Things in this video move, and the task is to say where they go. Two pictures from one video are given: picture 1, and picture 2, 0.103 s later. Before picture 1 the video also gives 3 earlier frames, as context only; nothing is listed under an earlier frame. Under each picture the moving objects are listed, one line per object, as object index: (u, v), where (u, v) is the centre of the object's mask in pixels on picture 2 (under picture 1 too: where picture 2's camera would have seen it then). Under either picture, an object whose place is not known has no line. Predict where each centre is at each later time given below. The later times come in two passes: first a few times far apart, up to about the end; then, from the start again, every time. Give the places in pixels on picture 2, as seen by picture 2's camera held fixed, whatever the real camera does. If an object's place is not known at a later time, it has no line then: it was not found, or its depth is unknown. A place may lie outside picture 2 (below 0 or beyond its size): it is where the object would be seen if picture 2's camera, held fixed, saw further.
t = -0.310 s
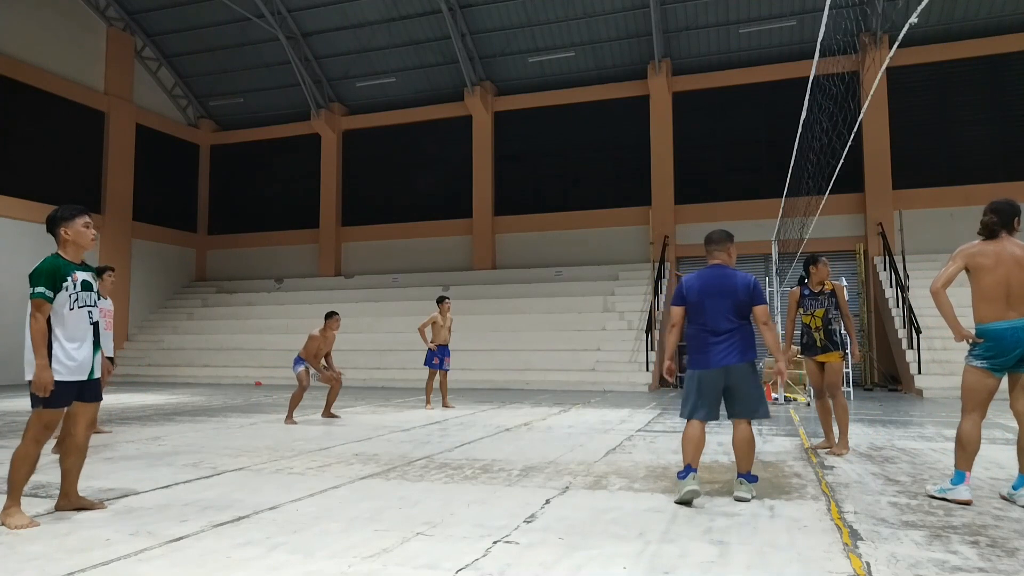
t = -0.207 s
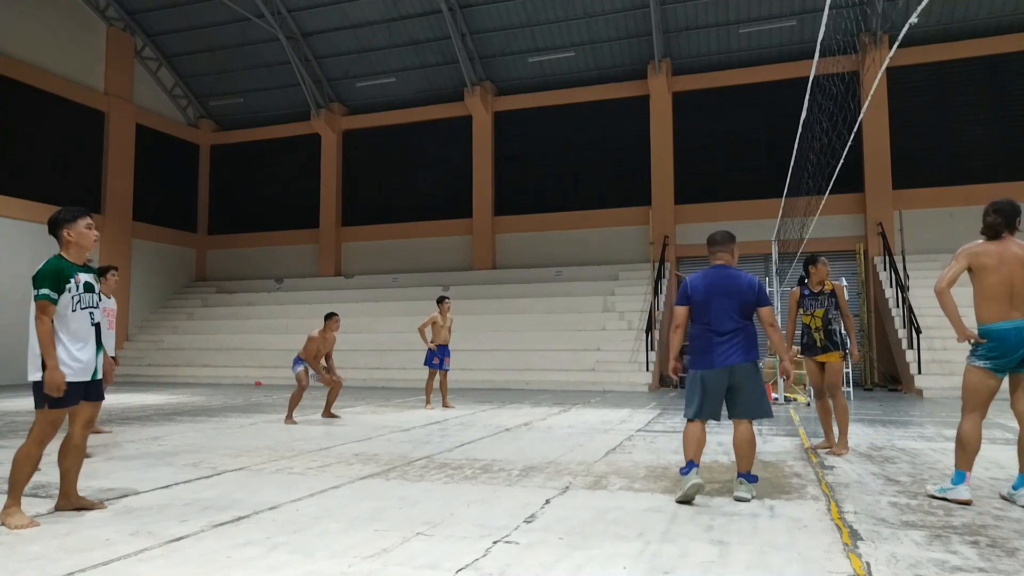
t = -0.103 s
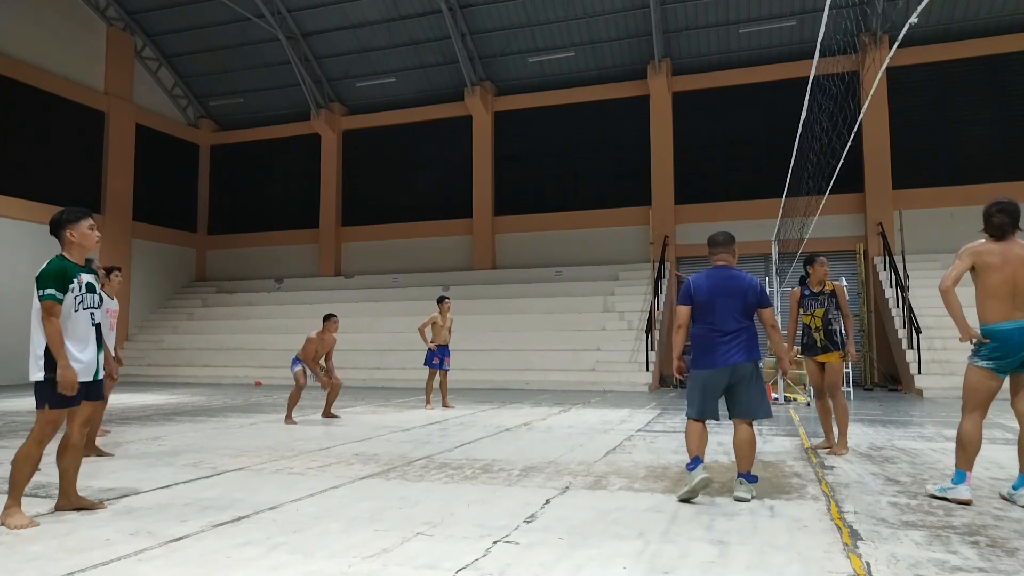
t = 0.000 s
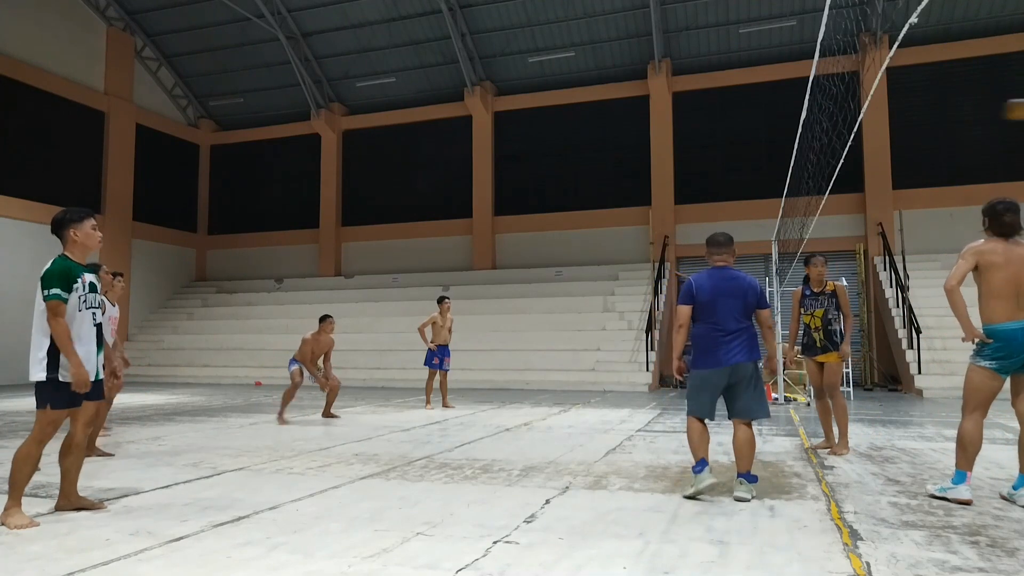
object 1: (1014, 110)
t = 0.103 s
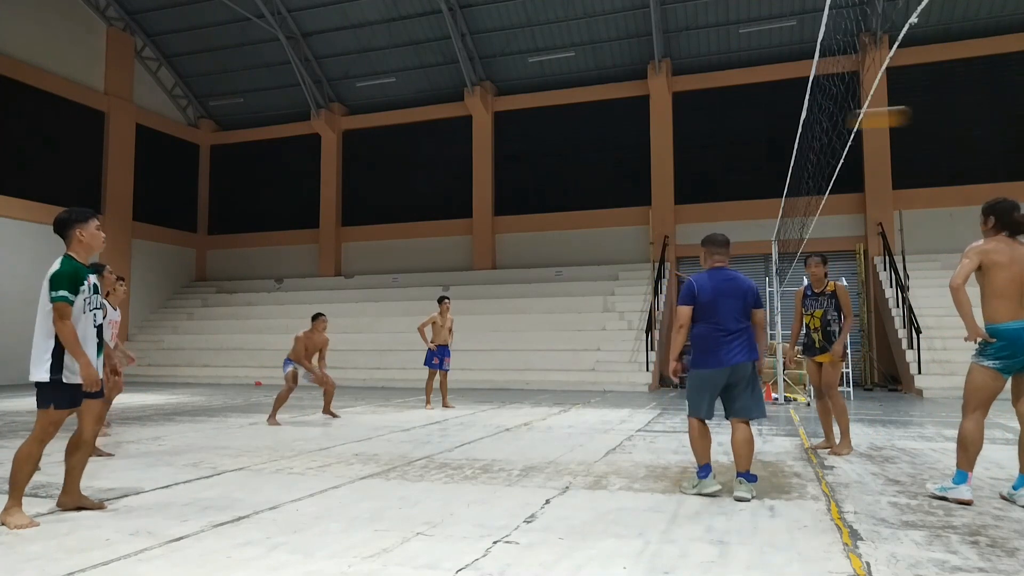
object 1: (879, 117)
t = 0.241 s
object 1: (693, 143)
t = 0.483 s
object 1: (411, 216)
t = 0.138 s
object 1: (829, 123)
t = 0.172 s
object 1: (778, 129)
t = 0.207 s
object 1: (735, 136)
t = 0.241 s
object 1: (693, 143)
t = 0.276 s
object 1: (646, 152)
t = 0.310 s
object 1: (605, 162)
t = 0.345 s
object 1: (564, 172)
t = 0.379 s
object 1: (524, 183)
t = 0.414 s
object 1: (486, 193)
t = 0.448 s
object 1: (447, 205)
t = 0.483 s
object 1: (411, 216)
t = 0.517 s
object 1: (373, 229)
